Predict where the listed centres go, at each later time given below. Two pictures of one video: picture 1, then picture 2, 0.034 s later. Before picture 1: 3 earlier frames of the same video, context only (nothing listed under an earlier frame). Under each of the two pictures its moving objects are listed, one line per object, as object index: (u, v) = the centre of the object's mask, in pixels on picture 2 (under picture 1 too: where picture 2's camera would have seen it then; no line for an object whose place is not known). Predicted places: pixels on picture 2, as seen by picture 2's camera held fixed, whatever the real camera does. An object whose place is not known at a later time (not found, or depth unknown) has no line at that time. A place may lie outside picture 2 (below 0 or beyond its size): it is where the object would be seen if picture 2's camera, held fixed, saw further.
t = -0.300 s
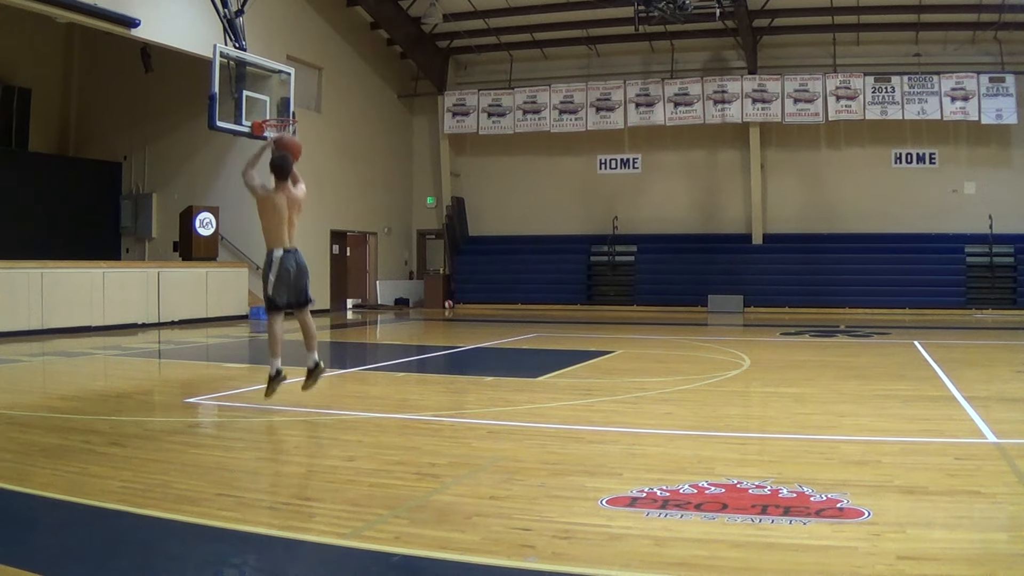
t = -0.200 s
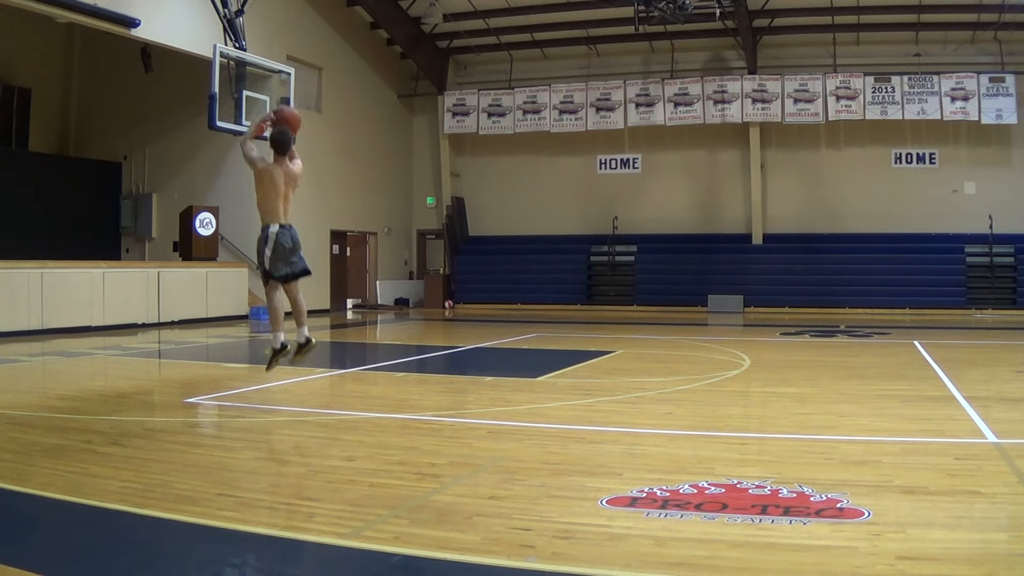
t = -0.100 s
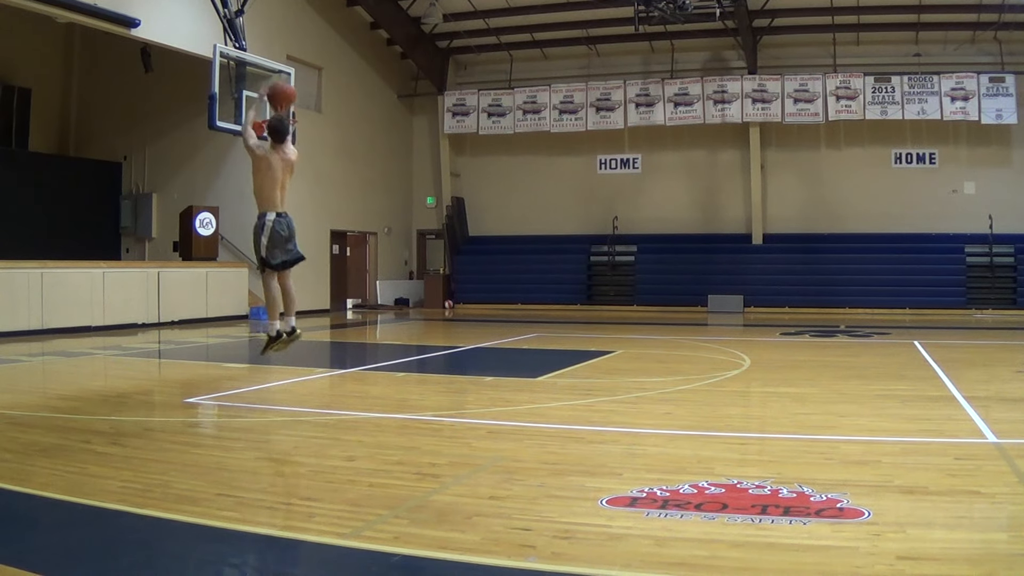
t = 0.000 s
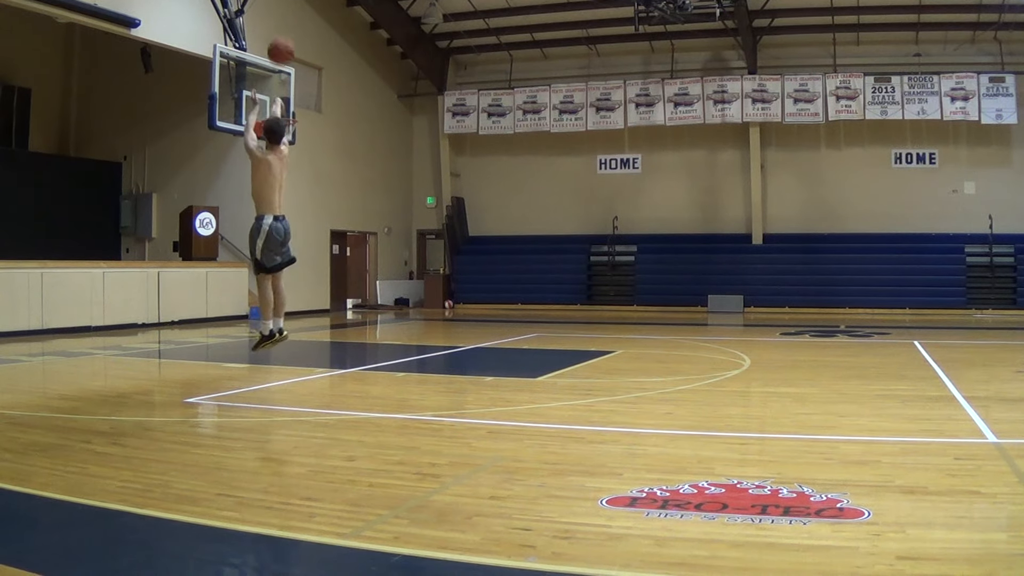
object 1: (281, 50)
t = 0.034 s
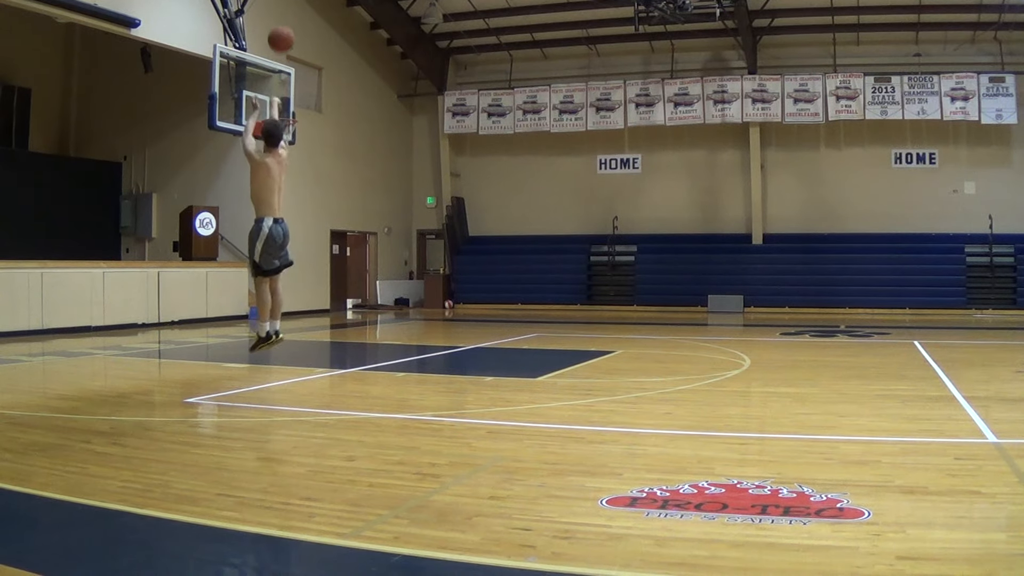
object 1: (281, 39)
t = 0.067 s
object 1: (281, 29)
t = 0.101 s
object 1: (281, 20)
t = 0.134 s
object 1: (281, 12)
